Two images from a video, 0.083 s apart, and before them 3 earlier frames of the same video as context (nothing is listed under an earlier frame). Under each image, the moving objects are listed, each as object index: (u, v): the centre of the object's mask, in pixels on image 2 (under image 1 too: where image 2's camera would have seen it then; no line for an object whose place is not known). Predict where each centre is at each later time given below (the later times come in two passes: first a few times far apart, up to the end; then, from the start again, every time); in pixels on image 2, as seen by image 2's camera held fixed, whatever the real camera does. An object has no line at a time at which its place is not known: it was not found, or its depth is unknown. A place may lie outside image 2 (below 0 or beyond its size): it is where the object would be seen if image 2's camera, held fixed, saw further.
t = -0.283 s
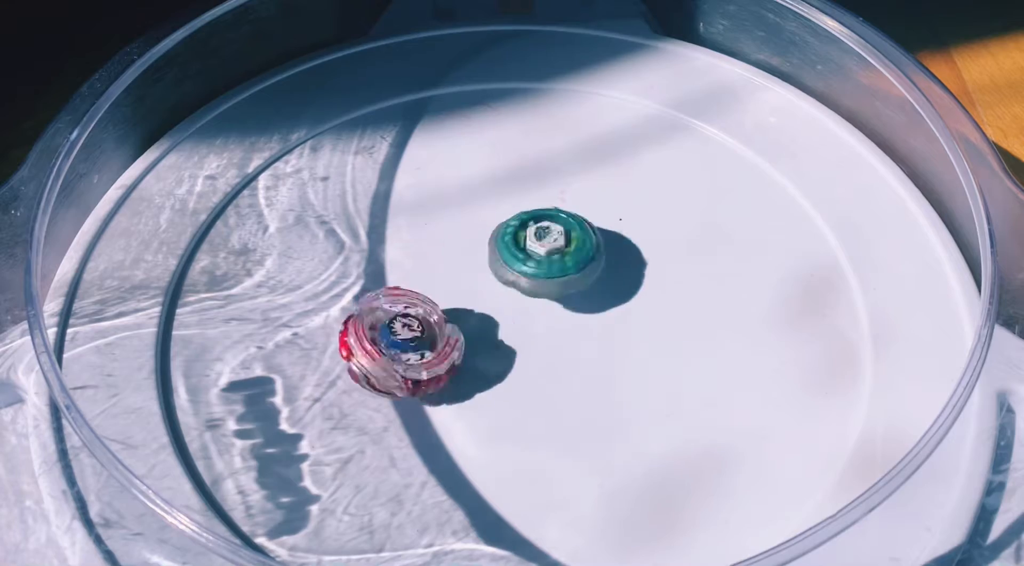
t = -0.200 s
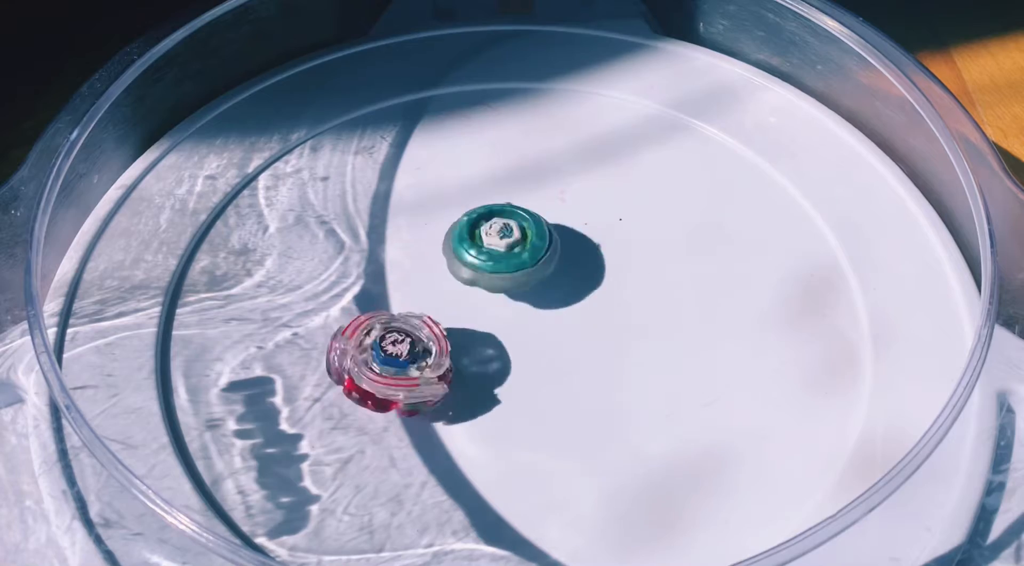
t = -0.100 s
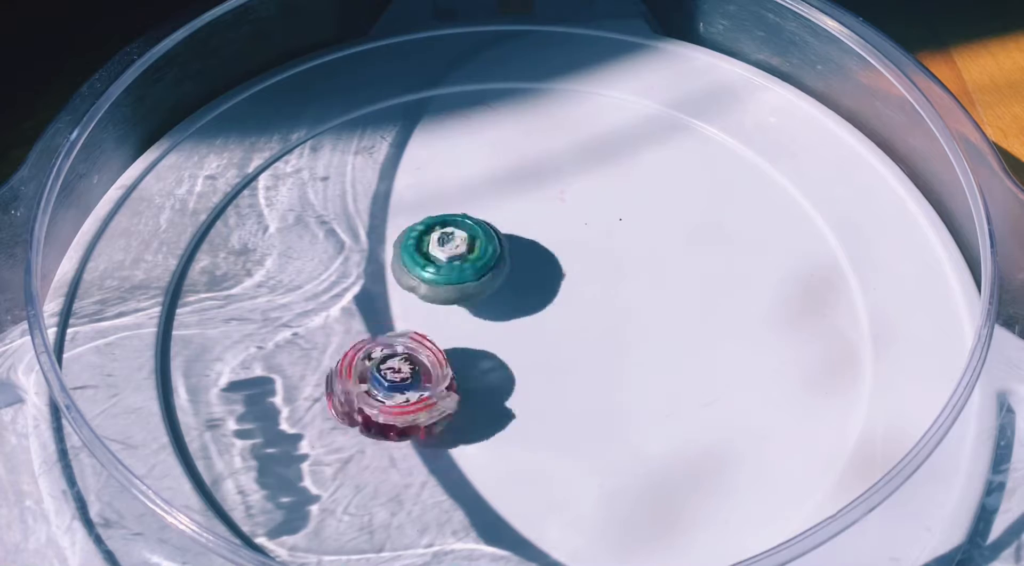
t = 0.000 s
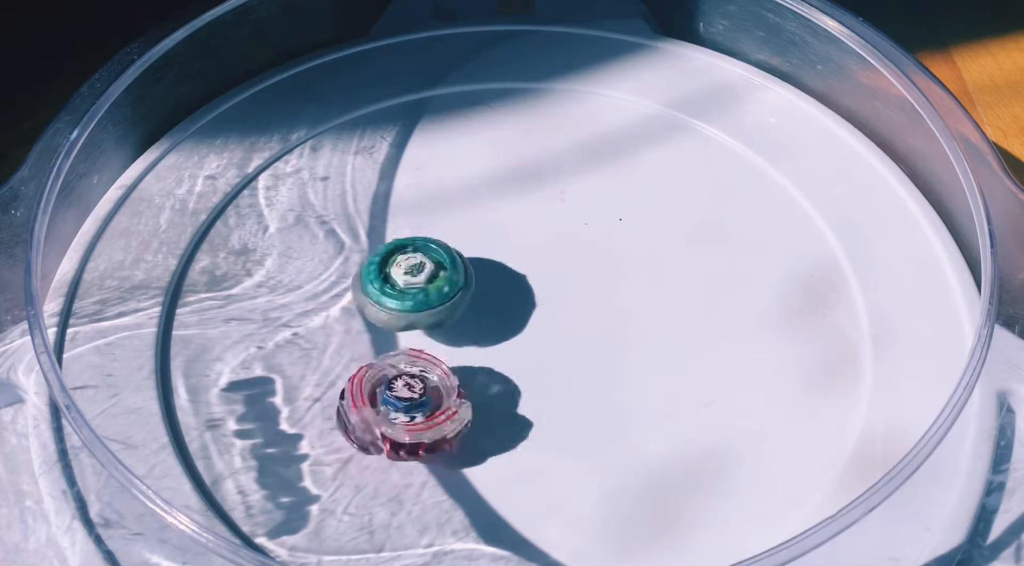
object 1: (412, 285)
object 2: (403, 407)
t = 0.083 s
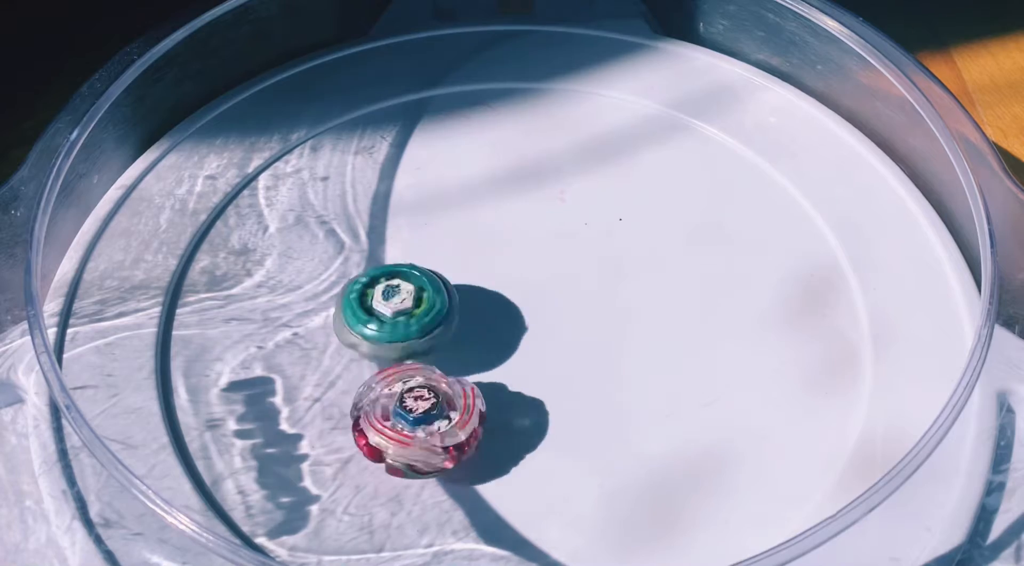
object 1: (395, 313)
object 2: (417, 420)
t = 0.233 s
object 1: (384, 322)
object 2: (466, 422)
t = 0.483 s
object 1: (389, 331)
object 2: (543, 367)
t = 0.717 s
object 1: (417, 324)
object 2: (562, 314)
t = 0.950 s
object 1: (386, 317)
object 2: (601, 234)
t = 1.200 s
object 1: (414, 334)
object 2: (562, 223)
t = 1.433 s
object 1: (477, 327)
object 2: (482, 239)
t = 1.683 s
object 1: (546, 313)
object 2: (438, 266)
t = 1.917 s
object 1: (556, 279)
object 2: (443, 284)
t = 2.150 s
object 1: (548, 266)
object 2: (460, 306)
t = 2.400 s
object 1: (619, 223)
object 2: (406, 357)
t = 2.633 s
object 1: (603, 172)
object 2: (426, 319)
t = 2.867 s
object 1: (543, 181)
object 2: (434, 345)
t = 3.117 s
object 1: (539, 273)
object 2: (448, 323)
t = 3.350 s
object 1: (611, 330)
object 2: (445, 314)
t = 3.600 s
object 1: (688, 337)
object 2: (449, 318)
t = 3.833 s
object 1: (686, 314)
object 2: (448, 318)
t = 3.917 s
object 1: (664, 312)
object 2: (447, 316)
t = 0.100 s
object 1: (390, 316)
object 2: (422, 424)
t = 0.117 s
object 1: (387, 317)
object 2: (428, 426)
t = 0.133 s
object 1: (386, 318)
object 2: (434, 428)
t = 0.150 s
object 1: (386, 320)
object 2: (437, 425)
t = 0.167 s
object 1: (386, 321)
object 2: (441, 425)
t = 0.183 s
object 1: (387, 323)
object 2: (446, 424)
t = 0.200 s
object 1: (387, 325)
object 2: (451, 423)
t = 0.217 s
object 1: (385, 324)
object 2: (459, 423)
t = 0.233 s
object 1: (384, 322)
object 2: (466, 422)
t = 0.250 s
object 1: (385, 322)
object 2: (472, 419)
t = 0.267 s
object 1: (386, 323)
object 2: (475, 415)
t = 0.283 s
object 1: (387, 325)
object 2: (480, 412)
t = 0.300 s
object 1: (386, 326)
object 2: (487, 408)
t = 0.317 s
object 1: (387, 328)
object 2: (489, 403)
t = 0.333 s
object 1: (387, 329)
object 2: (493, 400)
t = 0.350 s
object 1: (388, 330)
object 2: (497, 397)
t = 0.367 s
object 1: (388, 331)
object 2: (502, 393)
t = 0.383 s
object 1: (389, 332)
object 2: (506, 389)
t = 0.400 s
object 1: (391, 333)
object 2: (509, 385)
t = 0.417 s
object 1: (392, 333)
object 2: (512, 381)
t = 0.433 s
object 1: (393, 333)
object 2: (515, 377)
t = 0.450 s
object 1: (392, 333)
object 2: (523, 374)
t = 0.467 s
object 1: (390, 332)
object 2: (534, 371)
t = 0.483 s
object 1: (389, 331)
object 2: (543, 367)
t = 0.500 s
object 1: (390, 331)
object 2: (548, 363)
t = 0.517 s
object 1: (390, 331)
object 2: (552, 358)
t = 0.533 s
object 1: (391, 331)
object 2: (554, 354)
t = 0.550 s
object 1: (392, 331)
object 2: (555, 350)
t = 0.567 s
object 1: (395, 331)
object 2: (557, 347)
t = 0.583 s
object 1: (396, 330)
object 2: (558, 345)
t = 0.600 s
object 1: (398, 331)
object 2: (561, 342)
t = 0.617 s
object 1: (400, 330)
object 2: (563, 337)
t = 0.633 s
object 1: (404, 330)
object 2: (563, 332)
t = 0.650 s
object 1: (406, 329)
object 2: (563, 328)
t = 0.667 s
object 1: (409, 328)
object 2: (563, 325)
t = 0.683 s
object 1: (412, 327)
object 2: (564, 322)
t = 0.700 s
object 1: (414, 325)
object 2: (564, 317)
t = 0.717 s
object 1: (417, 324)
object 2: (562, 314)
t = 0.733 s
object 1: (420, 322)
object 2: (561, 310)
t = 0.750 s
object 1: (422, 320)
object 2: (561, 308)
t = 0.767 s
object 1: (425, 319)
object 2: (560, 304)
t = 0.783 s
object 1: (426, 316)
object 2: (557, 299)
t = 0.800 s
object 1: (430, 314)
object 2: (555, 295)
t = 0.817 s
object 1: (433, 311)
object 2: (554, 292)
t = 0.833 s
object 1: (435, 309)
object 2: (550, 290)
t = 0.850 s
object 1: (428, 308)
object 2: (556, 283)
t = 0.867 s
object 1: (415, 312)
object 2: (566, 269)
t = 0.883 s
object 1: (405, 314)
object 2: (577, 260)
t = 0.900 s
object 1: (396, 315)
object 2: (587, 255)
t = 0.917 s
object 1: (390, 316)
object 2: (593, 245)
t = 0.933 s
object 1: (387, 316)
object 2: (597, 237)
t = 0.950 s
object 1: (386, 317)
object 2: (601, 234)
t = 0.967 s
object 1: (385, 318)
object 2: (602, 229)
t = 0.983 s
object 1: (386, 320)
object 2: (602, 227)
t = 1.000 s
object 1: (387, 320)
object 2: (600, 223)
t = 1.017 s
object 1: (387, 322)
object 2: (598, 222)
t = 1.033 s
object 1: (389, 323)
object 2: (595, 220)
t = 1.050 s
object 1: (390, 325)
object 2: (591, 219)
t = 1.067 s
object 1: (391, 326)
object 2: (588, 218)
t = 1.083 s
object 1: (393, 328)
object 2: (585, 219)
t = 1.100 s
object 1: (395, 329)
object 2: (582, 219)
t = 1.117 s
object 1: (397, 330)
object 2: (580, 218)
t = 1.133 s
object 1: (399, 331)
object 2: (577, 218)
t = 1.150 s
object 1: (402, 332)
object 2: (573, 218)
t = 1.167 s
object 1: (405, 333)
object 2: (569, 219)
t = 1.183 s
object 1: (410, 334)
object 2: (565, 221)
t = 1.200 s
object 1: (414, 334)
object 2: (562, 223)
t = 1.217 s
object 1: (418, 335)
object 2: (559, 225)
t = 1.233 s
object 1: (424, 335)
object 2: (555, 228)
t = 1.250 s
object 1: (427, 335)
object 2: (549, 231)
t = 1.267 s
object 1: (431, 334)
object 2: (543, 235)
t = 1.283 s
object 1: (437, 333)
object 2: (538, 238)
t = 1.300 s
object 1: (442, 331)
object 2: (531, 241)
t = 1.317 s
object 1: (449, 330)
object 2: (525, 243)
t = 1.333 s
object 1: (454, 328)
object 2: (519, 243)
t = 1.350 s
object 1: (459, 326)
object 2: (513, 243)
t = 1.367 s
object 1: (464, 324)
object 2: (508, 241)
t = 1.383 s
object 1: (467, 321)
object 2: (501, 241)
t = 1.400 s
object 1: (470, 322)
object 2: (496, 239)
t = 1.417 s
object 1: (473, 324)
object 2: (489, 238)
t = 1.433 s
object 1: (477, 327)
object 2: (482, 239)
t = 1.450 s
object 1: (482, 330)
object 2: (476, 240)
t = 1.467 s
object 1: (487, 333)
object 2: (471, 243)
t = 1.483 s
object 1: (491, 334)
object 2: (466, 245)
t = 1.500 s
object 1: (495, 334)
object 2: (462, 246)
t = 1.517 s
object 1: (500, 334)
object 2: (458, 248)
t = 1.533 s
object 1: (506, 333)
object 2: (455, 251)
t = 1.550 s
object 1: (511, 332)
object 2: (452, 252)
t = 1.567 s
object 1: (517, 331)
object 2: (450, 254)
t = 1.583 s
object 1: (522, 328)
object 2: (448, 255)
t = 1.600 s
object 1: (527, 327)
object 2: (446, 256)
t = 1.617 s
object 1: (531, 324)
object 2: (443, 258)
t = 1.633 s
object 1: (535, 322)
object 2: (442, 261)
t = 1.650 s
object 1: (539, 319)
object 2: (441, 262)
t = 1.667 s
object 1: (543, 316)
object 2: (439, 263)
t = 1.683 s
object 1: (546, 313)
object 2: (438, 266)
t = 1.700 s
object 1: (548, 310)
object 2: (438, 268)
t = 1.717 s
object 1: (550, 307)
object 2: (436, 269)
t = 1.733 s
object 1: (551, 305)
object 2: (435, 270)
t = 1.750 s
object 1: (553, 302)
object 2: (436, 272)
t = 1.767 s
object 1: (554, 300)
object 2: (436, 272)
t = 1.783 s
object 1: (555, 297)
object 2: (435, 273)
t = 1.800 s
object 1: (555, 294)
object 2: (435, 275)
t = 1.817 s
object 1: (556, 292)
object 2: (436, 277)
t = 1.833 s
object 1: (556, 289)
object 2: (438, 279)
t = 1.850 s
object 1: (556, 287)
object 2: (439, 280)
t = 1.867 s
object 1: (556, 284)
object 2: (440, 281)
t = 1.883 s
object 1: (555, 282)
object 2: (442, 282)
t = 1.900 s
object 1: (556, 280)
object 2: (442, 283)
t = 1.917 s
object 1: (556, 279)
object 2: (443, 284)
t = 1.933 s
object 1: (554, 277)
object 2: (446, 286)
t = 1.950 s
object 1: (554, 276)
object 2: (447, 287)
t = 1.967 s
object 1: (553, 274)
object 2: (447, 288)
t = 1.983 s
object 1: (553, 273)
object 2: (447, 291)
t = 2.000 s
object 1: (552, 272)
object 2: (451, 293)
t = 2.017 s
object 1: (552, 271)
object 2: (453, 295)
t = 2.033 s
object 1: (550, 270)
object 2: (455, 296)
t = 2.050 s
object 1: (549, 269)
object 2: (455, 299)
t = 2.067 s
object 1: (549, 268)
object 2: (457, 303)
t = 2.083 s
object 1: (550, 268)
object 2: (458, 304)
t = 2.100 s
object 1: (549, 268)
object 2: (459, 304)
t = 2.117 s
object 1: (548, 267)
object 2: (458, 304)
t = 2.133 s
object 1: (548, 267)
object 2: (459, 305)
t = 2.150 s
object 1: (548, 266)
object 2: (460, 306)
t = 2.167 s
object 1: (548, 266)
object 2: (462, 306)
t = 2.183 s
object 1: (548, 266)
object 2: (464, 307)
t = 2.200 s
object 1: (548, 265)
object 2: (464, 307)
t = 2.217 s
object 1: (551, 260)
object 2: (463, 311)
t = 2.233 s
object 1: (563, 249)
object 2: (456, 314)
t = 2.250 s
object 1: (575, 243)
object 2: (451, 317)
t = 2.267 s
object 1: (586, 241)
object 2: (445, 321)
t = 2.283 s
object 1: (597, 245)
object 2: (438, 323)
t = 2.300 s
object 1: (604, 243)
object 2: (432, 329)
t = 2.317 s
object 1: (609, 234)
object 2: (425, 342)
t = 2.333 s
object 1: (613, 230)
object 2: (419, 357)
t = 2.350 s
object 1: (617, 231)
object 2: (416, 353)
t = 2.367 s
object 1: (619, 231)
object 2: (412, 351)
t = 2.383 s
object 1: (619, 225)
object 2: (410, 353)
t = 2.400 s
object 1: (619, 223)
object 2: (406, 357)
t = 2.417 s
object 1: (618, 221)
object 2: (404, 352)
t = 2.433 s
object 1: (617, 215)
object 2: (402, 350)
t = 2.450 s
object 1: (616, 214)
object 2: (401, 345)
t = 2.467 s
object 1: (615, 208)
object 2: (400, 343)
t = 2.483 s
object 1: (615, 205)
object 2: (399, 340)
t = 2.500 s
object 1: (614, 202)
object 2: (399, 336)
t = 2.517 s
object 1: (613, 198)
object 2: (398, 333)
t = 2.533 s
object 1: (613, 194)
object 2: (399, 329)
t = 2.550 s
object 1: (612, 190)
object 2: (401, 325)
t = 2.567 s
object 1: (611, 186)
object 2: (406, 322)
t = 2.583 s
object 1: (609, 182)
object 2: (410, 320)
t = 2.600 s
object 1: (608, 179)
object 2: (415, 319)
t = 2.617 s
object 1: (606, 175)
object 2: (420, 319)
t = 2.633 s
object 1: (603, 172)
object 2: (426, 319)
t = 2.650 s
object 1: (600, 169)
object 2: (432, 320)
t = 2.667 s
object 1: (597, 167)
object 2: (436, 323)
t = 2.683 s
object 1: (593, 165)
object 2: (440, 326)
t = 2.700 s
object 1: (589, 164)
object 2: (443, 329)
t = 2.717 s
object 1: (584, 163)
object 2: (444, 332)
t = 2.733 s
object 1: (579, 162)
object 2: (445, 336)
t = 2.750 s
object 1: (574, 162)
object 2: (444, 339)
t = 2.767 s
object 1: (571, 163)
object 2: (442, 341)
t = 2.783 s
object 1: (565, 164)
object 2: (441, 343)
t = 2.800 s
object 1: (560, 167)
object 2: (439, 344)
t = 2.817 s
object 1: (555, 169)
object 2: (437, 345)
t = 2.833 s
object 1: (551, 173)
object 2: (435, 345)
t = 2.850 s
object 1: (546, 176)
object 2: (434, 345)
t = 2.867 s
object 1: (543, 181)
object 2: (434, 345)
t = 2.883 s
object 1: (539, 186)
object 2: (434, 345)
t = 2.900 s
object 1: (536, 191)
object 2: (435, 345)
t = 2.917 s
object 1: (533, 197)
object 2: (437, 345)
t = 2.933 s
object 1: (530, 202)
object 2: (438, 344)
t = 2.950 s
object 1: (529, 209)
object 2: (440, 343)
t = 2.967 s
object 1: (528, 215)
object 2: (442, 342)
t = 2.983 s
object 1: (527, 222)
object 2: (444, 341)
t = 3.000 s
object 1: (527, 228)
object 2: (446, 339)
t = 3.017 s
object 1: (527, 235)
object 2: (447, 337)
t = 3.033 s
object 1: (528, 241)
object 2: (448, 335)
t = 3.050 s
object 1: (529, 248)
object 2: (448, 332)
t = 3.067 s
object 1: (532, 254)
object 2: (449, 330)
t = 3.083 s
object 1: (533, 260)
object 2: (449, 328)
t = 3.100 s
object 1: (536, 267)
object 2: (448, 326)
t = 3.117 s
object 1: (539, 273)
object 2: (448, 323)
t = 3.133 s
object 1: (542, 279)
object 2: (447, 321)
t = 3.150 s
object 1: (547, 283)
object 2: (444, 320)
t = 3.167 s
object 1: (552, 288)
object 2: (442, 319)
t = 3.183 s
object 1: (557, 292)
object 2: (442, 319)
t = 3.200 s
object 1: (562, 296)
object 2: (444, 319)
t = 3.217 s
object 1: (567, 301)
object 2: (445, 318)
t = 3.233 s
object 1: (572, 305)
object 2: (446, 317)
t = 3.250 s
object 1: (577, 309)
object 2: (447, 317)
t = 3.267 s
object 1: (583, 313)
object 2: (447, 316)
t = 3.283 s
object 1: (588, 317)
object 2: (447, 315)
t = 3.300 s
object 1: (594, 320)
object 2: (446, 315)
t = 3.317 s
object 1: (599, 323)
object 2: (446, 314)
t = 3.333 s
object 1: (605, 326)
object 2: (445, 314)
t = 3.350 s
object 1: (611, 330)
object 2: (445, 314)
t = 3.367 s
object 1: (616, 332)
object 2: (445, 313)
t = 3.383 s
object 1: (622, 334)
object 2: (445, 313)
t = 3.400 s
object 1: (628, 336)
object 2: (445, 313)
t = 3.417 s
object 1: (633, 337)
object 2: (445, 313)
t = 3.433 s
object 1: (640, 338)
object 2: (445, 314)
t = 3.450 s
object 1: (645, 339)
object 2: (445, 314)
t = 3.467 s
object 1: (650, 340)
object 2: (446, 314)
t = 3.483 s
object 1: (656, 340)
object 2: (446, 314)
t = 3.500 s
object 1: (662, 341)
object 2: (446, 315)
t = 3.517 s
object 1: (667, 341)
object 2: (447, 315)
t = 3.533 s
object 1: (672, 340)
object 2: (447, 316)
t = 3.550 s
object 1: (677, 340)
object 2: (447, 317)
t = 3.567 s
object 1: (681, 339)
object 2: (448, 317)
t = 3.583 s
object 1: (685, 338)
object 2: (448, 318)
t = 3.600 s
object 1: (688, 337)
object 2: (449, 318)
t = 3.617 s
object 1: (691, 335)
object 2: (449, 319)
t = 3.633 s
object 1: (693, 334)
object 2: (449, 320)
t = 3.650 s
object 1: (695, 332)
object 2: (449, 320)
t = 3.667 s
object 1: (697, 330)
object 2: (449, 321)
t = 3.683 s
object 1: (698, 329)
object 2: (449, 322)
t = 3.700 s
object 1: (699, 327)
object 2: (449, 322)
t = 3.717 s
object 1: (699, 325)
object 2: (449, 322)
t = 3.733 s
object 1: (698, 323)
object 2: (449, 321)
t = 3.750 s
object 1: (697, 322)
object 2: (449, 321)
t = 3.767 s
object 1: (696, 320)
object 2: (449, 320)
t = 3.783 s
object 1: (694, 318)
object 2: (449, 319)
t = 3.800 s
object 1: (692, 317)
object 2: (449, 319)
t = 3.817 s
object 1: (689, 316)
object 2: (449, 319)
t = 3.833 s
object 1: (686, 314)
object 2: (448, 318)
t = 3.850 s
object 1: (682, 314)
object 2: (448, 318)
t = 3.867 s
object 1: (678, 313)
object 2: (448, 317)
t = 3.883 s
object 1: (674, 312)
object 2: (448, 317)
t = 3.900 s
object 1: (669, 312)
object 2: (448, 316)
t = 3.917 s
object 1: (664, 312)
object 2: (447, 316)
